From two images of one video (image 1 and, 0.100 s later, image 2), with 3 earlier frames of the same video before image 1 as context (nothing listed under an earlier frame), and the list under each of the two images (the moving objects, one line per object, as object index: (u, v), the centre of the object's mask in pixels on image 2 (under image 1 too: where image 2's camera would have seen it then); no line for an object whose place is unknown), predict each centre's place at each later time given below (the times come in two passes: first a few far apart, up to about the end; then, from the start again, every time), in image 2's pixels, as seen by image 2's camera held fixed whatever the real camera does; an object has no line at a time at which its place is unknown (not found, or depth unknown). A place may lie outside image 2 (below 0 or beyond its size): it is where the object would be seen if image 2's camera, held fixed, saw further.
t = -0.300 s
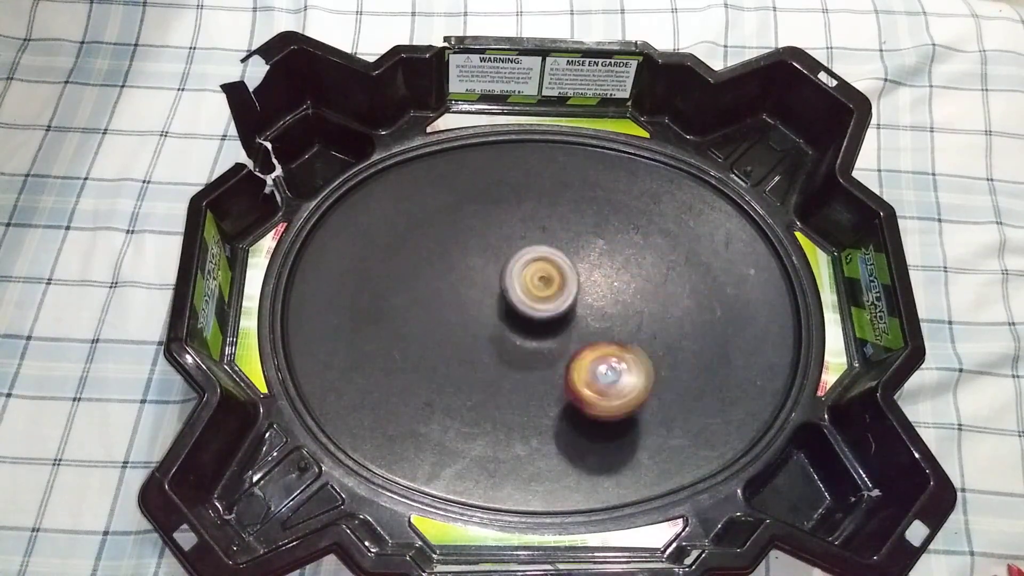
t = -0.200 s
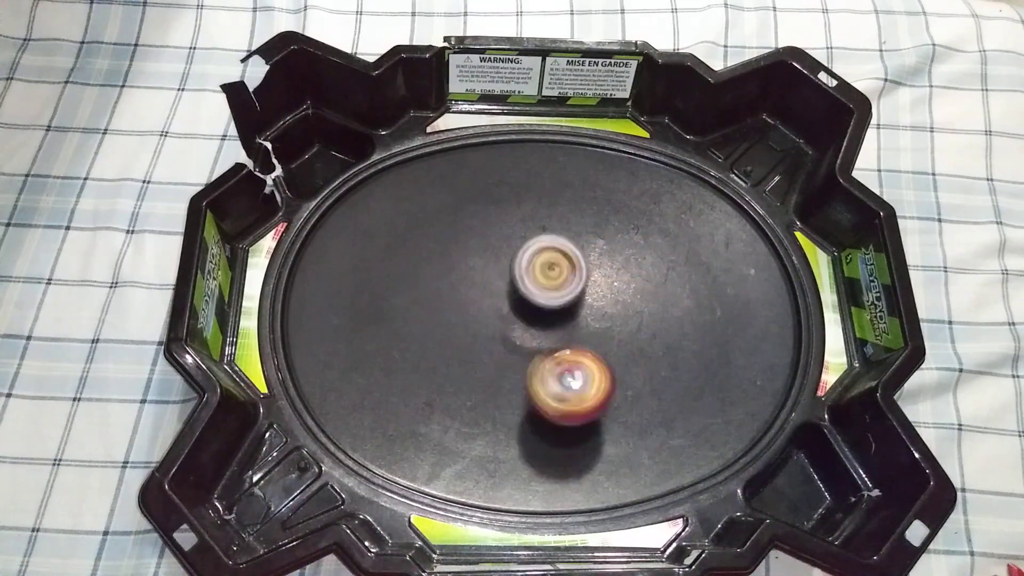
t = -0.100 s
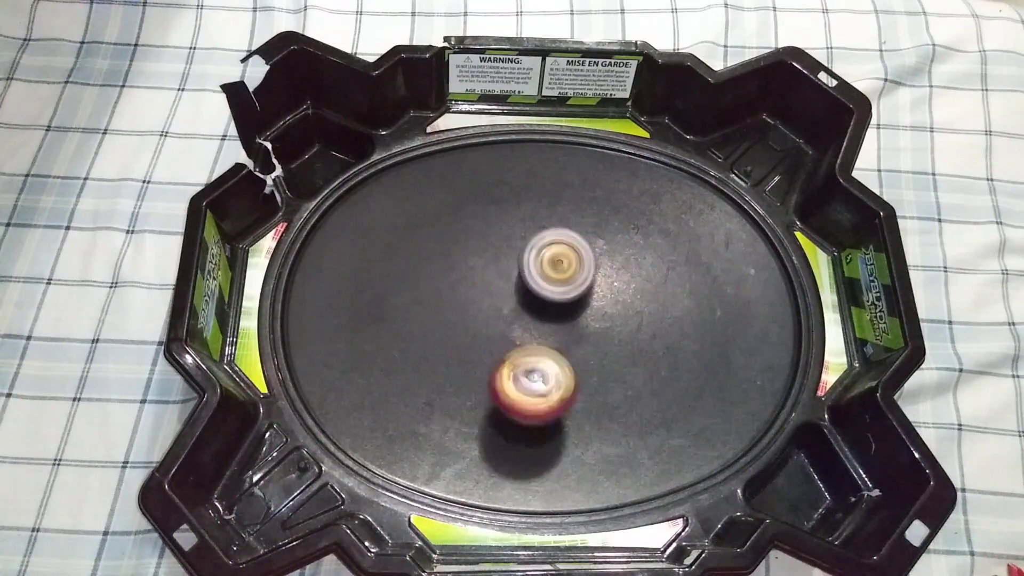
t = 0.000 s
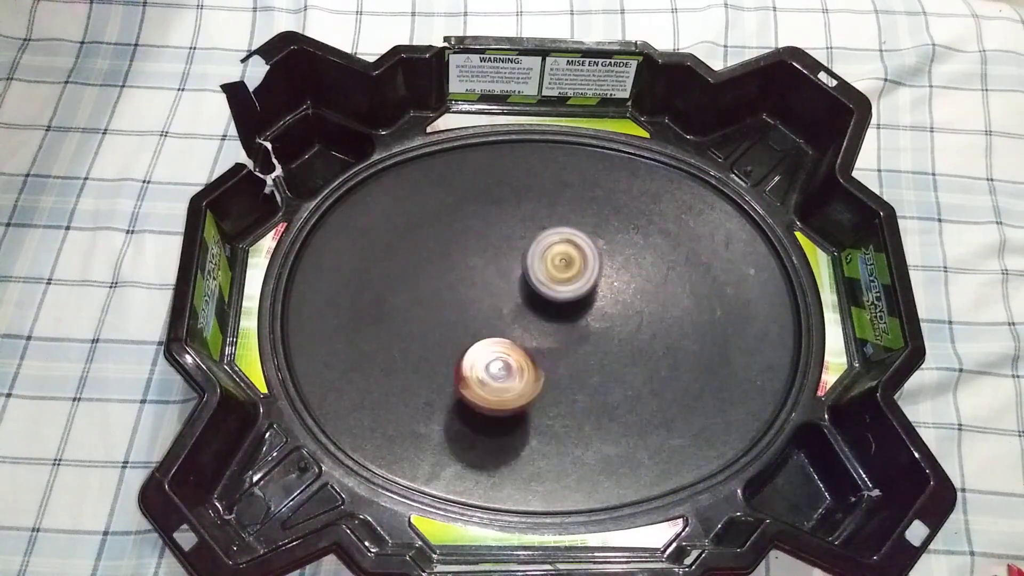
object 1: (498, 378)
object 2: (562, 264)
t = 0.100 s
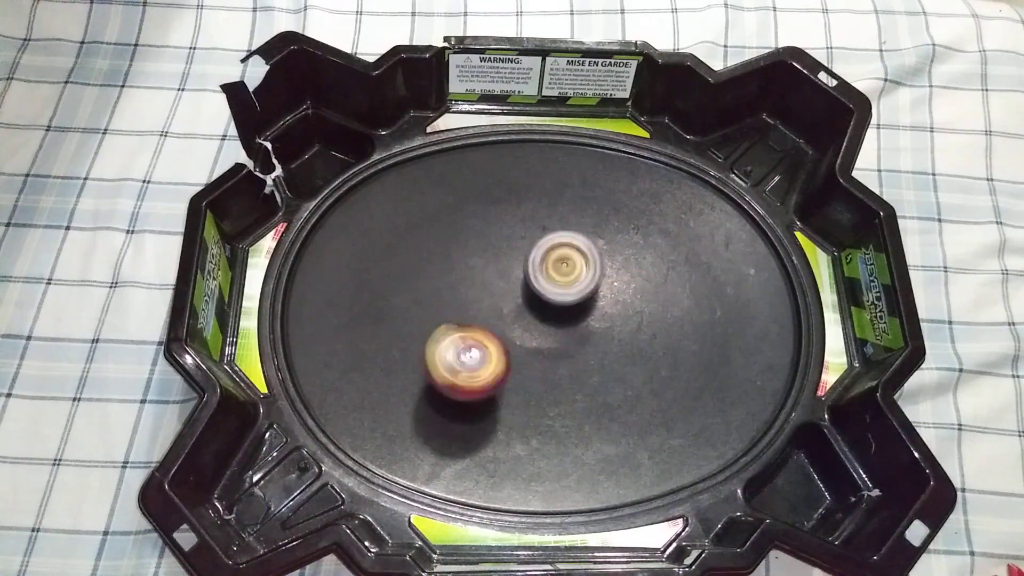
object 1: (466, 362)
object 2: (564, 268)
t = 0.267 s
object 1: (428, 330)
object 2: (568, 288)
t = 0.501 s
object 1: (402, 281)
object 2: (573, 335)
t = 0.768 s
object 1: (441, 277)
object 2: (566, 373)
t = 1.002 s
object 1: (522, 295)
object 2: (553, 381)
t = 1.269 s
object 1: (606, 310)
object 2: (516, 364)
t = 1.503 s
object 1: (652, 334)
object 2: (485, 332)
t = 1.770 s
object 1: (624, 343)
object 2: (470, 291)
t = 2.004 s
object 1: (546, 346)
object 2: (473, 269)
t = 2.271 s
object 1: (471, 351)
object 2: (496, 268)
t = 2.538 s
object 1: (426, 346)
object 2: (536, 299)
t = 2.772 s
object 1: (449, 330)
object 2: (565, 342)
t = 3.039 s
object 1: (510, 299)
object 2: (578, 384)
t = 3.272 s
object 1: (561, 283)
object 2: (573, 395)
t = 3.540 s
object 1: (599, 297)
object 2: (545, 366)
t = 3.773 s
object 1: (621, 314)
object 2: (508, 321)
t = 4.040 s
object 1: (593, 330)
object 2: (493, 275)
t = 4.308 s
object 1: (529, 347)
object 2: (505, 256)
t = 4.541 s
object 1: (477, 339)
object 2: (525, 273)
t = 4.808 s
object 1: (446, 317)
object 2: (546, 321)
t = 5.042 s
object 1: (466, 307)
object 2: (545, 366)
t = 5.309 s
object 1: (523, 302)
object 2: (528, 391)
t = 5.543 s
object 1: (570, 313)
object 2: (508, 376)
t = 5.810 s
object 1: (607, 328)
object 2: (497, 336)
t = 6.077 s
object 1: (586, 325)
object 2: (507, 294)
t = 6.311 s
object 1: (564, 345)
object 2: (526, 272)
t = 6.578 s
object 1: (526, 359)
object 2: (556, 281)
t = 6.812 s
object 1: (499, 355)
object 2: (577, 306)
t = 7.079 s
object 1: (494, 318)
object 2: (583, 350)
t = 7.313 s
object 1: (513, 305)
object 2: (564, 378)
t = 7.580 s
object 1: (538, 300)
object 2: (521, 386)
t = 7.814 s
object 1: (556, 306)
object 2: (490, 347)
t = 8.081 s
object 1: (561, 328)
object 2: (488, 292)
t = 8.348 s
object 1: (553, 332)
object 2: (519, 262)
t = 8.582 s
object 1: (534, 365)
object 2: (551, 256)
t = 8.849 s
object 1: (518, 351)
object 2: (577, 298)
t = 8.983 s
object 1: (512, 348)
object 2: (579, 315)
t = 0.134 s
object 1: (457, 358)
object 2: (565, 271)
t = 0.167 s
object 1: (450, 351)
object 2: (566, 274)
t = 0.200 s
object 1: (442, 344)
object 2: (567, 278)
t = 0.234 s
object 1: (434, 337)
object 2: (568, 282)
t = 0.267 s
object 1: (428, 330)
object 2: (568, 288)
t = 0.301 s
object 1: (423, 323)
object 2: (569, 294)
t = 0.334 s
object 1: (418, 315)
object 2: (569, 299)
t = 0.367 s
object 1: (413, 307)
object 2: (571, 307)
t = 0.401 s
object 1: (409, 301)
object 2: (571, 315)
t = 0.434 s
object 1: (406, 295)
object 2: (572, 322)
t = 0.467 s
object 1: (405, 288)
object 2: (573, 329)
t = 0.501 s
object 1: (402, 281)
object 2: (573, 335)
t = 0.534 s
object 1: (402, 278)
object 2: (573, 340)
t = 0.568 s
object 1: (402, 275)
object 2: (572, 345)
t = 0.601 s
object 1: (405, 272)
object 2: (572, 350)
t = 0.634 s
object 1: (408, 271)
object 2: (571, 356)
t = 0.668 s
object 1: (414, 273)
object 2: (570, 361)
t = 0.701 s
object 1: (420, 275)
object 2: (569, 366)
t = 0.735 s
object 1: (432, 275)
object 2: (568, 370)
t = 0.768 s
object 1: (441, 277)
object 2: (566, 373)
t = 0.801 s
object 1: (453, 280)
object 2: (565, 376)
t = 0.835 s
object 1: (464, 283)
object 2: (563, 378)
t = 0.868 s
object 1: (476, 284)
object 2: (561, 380)
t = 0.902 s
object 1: (487, 286)
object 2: (558, 381)
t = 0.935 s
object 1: (499, 290)
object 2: (556, 381)
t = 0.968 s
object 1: (510, 292)
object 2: (555, 381)
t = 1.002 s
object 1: (522, 295)
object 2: (553, 381)
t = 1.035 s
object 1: (531, 297)
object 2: (550, 380)
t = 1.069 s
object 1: (542, 299)
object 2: (546, 379)
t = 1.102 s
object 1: (554, 299)
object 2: (542, 378)
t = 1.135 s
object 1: (565, 301)
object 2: (537, 376)
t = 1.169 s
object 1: (576, 303)
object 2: (532, 374)
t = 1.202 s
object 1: (588, 305)
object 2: (527, 372)
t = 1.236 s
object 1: (598, 307)
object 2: (522, 368)
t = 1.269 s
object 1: (606, 310)
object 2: (516, 364)
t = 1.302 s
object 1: (615, 313)
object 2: (511, 361)
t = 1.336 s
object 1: (622, 315)
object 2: (506, 357)
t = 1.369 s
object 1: (629, 319)
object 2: (501, 353)
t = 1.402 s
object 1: (636, 323)
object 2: (497, 348)
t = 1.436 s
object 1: (642, 327)
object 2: (493, 343)
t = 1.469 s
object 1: (649, 330)
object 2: (489, 337)
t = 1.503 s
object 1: (652, 334)
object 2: (485, 332)
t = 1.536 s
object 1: (653, 336)
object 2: (483, 326)
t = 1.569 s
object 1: (655, 339)
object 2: (480, 322)
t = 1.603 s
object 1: (655, 341)
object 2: (478, 316)
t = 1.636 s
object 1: (653, 341)
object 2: (476, 311)
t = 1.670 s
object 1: (650, 342)
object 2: (474, 305)
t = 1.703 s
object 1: (643, 342)
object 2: (472, 300)
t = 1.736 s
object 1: (633, 343)
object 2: (470, 296)
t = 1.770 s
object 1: (624, 343)
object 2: (470, 291)
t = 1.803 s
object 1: (612, 344)
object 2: (470, 286)
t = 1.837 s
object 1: (601, 345)
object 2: (469, 282)
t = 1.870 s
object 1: (591, 346)
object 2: (469, 278)
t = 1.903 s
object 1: (579, 347)
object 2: (469, 275)
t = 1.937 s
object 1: (567, 348)
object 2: (471, 272)
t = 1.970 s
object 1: (557, 347)
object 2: (472, 270)
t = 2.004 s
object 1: (546, 346)
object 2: (473, 269)
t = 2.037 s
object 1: (535, 346)
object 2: (474, 269)
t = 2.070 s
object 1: (526, 345)
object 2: (475, 269)
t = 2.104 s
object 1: (514, 342)
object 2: (478, 269)
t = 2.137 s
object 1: (505, 344)
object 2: (480, 267)
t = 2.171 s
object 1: (497, 347)
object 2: (483, 263)
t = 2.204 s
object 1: (487, 349)
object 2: (487, 264)
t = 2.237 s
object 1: (479, 351)
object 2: (491, 266)
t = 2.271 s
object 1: (471, 351)
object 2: (496, 268)
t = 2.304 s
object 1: (462, 351)
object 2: (501, 270)
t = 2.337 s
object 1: (455, 352)
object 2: (505, 273)
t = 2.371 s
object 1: (449, 351)
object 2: (510, 277)
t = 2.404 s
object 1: (441, 350)
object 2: (515, 281)
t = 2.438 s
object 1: (435, 350)
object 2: (520, 285)
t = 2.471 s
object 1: (431, 348)
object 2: (525, 289)
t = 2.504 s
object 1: (428, 347)
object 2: (530, 294)
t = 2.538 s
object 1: (426, 346)
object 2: (536, 299)
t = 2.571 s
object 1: (425, 344)
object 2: (542, 304)
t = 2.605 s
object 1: (425, 344)
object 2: (547, 309)
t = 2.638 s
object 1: (428, 343)
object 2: (551, 315)
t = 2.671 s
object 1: (431, 340)
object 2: (555, 322)
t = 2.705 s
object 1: (436, 338)
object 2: (559, 330)
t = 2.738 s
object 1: (444, 332)
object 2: (562, 336)
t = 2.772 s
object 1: (449, 330)
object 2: (565, 342)
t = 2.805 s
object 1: (456, 327)
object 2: (567, 349)
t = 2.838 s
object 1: (463, 321)
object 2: (571, 356)
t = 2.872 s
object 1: (472, 317)
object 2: (573, 361)
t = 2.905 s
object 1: (480, 313)
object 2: (575, 366)
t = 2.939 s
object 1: (487, 309)
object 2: (576, 371)
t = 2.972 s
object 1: (494, 306)
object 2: (577, 376)
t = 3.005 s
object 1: (502, 301)
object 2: (578, 380)
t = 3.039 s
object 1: (510, 299)
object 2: (578, 384)
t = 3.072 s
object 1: (516, 296)
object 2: (578, 388)
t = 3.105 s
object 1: (523, 292)
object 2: (577, 391)
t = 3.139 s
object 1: (531, 290)
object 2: (577, 394)
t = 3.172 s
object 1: (539, 287)
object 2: (576, 395)
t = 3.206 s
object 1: (547, 286)
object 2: (575, 395)
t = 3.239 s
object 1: (554, 285)
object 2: (573, 395)
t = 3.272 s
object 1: (561, 283)
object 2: (573, 395)
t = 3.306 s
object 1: (568, 284)
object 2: (571, 393)
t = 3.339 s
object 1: (574, 284)
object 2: (567, 391)
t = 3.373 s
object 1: (579, 285)
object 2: (563, 388)
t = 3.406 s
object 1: (584, 287)
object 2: (560, 385)
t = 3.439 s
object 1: (588, 288)
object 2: (557, 380)
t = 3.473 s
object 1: (592, 291)
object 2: (553, 376)
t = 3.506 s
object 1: (596, 294)
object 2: (549, 371)
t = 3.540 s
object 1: (599, 297)
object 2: (545, 366)
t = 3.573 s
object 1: (599, 302)
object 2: (541, 360)
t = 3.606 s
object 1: (602, 306)
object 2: (537, 354)
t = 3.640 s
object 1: (606, 310)
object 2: (530, 348)
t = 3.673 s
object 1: (612, 311)
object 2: (521, 342)
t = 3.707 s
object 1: (616, 312)
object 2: (516, 335)
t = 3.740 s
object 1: (621, 313)
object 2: (511, 328)
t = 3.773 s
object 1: (621, 314)
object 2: (508, 321)
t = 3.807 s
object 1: (621, 315)
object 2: (505, 313)
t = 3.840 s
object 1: (621, 317)
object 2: (501, 307)
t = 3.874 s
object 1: (618, 318)
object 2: (499, 301)
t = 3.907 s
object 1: (615, 320)
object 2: (496, 295)
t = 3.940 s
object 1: (610, 322)
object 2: (494, 289)
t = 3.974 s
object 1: (606, 325)
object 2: (493, 284)
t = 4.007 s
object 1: (598, 328)
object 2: (493, 280)
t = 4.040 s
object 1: (593, 330)
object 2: (493, 275)
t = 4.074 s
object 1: (585, 333)
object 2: (493, 271)
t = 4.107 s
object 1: (578, 336)
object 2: (494, 268)
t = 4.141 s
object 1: (569, 339)
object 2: (495, 265)
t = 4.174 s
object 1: (562, 341)
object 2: (496, 261)
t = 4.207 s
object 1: (553, 342)
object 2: (498, 259)
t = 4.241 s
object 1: (546, 344)
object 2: (500, 257)
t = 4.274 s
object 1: (537, 346)
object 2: (502, 256)
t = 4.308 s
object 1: (529, 347)
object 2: (505, 256)
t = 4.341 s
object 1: (521, 347)
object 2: (507, 257)
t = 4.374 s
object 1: (512, 347)
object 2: (510, 258)
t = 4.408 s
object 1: (505, 346)
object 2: (513, 259)
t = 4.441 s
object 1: (497, 345)
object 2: (516, 262)
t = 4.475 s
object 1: (490, 343)
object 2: (520, 266)
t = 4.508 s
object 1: (483, 341)
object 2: (523, 269)
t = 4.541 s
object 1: (477, 339)
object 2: (525, 273)
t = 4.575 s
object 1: (471, 335)
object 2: (529, 279)
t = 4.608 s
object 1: (466, 333)
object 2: (531, 283)
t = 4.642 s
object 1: (461, 329)
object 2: (533, 289)
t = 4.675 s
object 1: (456, 327)
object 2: (536, 294)
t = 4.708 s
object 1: (452, 323)
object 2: (540, 300)
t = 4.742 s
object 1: (448, 321)
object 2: (543, 306)
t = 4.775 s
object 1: (448, 318)
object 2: (544, 313)
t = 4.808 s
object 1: (446, 317)
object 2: (546, 321)
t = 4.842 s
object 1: (447, 316)
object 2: (546, 327)
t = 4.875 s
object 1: (447, 313)
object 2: (546, 335)
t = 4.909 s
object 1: (450, 312)
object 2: (545, 342)
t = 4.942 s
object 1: (452, 309)
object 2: (547, 348)
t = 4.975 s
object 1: (456, 309)
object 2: (546, 355)
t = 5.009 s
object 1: (461, 307)
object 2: (544, 361)
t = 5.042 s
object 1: (466, 307)
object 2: (545, 366)
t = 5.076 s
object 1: (473, 305)
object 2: (543, 371)
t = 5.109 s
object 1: (481, 306)
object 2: (541, 376)
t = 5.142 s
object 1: (487, 304)
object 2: (540, 380)
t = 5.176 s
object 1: (495, 304)
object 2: (539, 383)
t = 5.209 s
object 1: (502, 303)
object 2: (536, 386)
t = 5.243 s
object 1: (510, 304)
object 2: (533, 389)
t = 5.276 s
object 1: (516, 302)
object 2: (531, 390)
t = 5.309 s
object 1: (523, 302)
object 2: (528, 391)
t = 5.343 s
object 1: (530, 301)
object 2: (525, 391)
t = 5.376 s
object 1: (536, 303)
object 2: (523, 390)
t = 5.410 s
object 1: (543, 303)
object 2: (520, 388)
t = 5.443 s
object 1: (550, 305)
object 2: (516, 386)
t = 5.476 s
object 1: (557, 307)
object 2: (514, 384)
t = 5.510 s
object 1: (564, 310)
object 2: (510, 380)
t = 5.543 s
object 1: (570, 313)
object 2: (508, 376)
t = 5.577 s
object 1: (577, 317)
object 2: (505, 373)
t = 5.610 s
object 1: (583, 320)
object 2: (503, 368)
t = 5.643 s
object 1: (588, 322)
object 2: (501, 363)
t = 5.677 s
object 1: (593, 324)
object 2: (499, 358)
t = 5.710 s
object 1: (598, 325)
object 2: (499, 353)
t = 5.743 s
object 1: (603, 326)
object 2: (497, 347)
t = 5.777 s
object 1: (605, 327)
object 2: (497, 342)
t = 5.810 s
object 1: (607, 328)
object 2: (497, 336)
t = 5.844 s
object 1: (608, 328)
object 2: (497, 330)
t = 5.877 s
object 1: (608, 328)
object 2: (498, 324)
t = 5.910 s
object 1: (606, 328)
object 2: (500, 318)
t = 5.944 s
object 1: (605, 326)
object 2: (501, 312)
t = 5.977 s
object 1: (601, 326)
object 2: (502, 307)
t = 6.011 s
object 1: (598, 325)
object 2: (505, 303)
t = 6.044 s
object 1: (591, 325)
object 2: (506, 298)
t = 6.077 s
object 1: (586, 325)
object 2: (507, 294)
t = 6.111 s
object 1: (581, 326)
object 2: (508, 289)
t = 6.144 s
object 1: (580, 329)
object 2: (510, 283)
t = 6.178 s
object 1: (577, 333)
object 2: (512, 281)
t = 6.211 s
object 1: (574, 337)
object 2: (517, 279)
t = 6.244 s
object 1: (572, 339)
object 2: (519, 275)
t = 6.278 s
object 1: (568, 341)
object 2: (522, 274)
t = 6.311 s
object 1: (564, 345)
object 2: (526, 272)
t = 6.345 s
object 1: (559, 348)
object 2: (529, 272)
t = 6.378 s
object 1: (555, 350)
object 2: (533, 272)
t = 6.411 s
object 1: (551, 352)
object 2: (537, 272)
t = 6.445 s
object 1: (547, 354)
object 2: (540, 274)
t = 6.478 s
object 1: (542, 354)
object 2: (544, 276)
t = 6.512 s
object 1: (540, 355)
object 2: (547, 279)
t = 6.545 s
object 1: (534, 354)
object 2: (550, 281)
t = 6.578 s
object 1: (526, 359)
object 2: (556, 281)
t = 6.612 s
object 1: (518, 362)
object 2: (563, 281)
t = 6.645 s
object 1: (512, 363)
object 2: (566, 285)
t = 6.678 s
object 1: (510, 363)
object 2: (569, 289)
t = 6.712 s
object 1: (506, 362)
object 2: (572, 292)
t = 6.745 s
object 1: (503, 360)
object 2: (573, 297)
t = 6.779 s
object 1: (501, 358)
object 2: (576, 302)
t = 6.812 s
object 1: (499, 355)
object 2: (577, 306)
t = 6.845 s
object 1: (498, 352)
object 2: (577, 313)
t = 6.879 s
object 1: (497, 347)
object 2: (578, 318)
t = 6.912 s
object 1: (498, 342)
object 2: (578, 324)
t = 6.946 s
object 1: (495, 337)
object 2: (581, 329)
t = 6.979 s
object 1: (492, 330)
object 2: (586, 335)
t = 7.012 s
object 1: (492, 325)
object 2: (585, 341)
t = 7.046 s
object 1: (492, 322)
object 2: (584, 346)
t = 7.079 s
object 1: (494, 318)
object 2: (583, 350)
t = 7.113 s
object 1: (499, 317)
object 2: (580, 354)
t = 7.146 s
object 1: (501, 316)
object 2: (578, 357)
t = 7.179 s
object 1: (503, 315)
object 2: (574, 361)
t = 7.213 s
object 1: (504, 311)
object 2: (574, 369)
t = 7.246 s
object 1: (506, 307)
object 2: (572, 374)
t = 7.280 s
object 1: (510, 306)
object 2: (569, 377)
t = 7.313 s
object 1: (513, 305)
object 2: (564, 378)
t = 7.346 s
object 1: (516, 306)
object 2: (559, 379)
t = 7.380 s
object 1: (520, 307)
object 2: (555, 380)
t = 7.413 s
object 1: (524, 305)
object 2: (549, 386)
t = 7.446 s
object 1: (528, 303)
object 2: (544, 392)
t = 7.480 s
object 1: (532, 302)
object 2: (536, 393)
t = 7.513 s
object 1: (533, 300)
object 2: (532, 391)
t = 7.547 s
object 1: (534, 300)
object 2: (527, 389)
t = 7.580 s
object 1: (538, 300)
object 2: (521, 386)
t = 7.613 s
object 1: (542, 299)
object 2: (516, 382)
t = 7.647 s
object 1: (546, 302)
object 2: (511, 377)
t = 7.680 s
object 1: (547, 304)
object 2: (508, 372)
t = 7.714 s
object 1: (547, 302)
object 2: (501, 366)
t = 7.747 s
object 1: (552, 302)
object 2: (496, 361)
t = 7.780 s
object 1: (556, 304)
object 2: (493, 355)
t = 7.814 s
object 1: (556, 306)
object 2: (490, 347)
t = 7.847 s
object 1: (559, 308)
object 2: (487, 341)
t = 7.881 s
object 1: (562, 309)
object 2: (483, 335)
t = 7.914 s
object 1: (568, 313)
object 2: (480, 325)
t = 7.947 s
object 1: (571, 317)
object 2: (482, 318)
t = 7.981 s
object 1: (571, 322)
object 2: (482, 310)
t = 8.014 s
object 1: (570, 324)
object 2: (483, 304)
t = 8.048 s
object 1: (566, 327)
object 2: (485, 297)
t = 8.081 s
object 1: (561, 328)
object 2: (488, 292)
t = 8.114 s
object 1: (560, 325)
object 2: (491, 286)
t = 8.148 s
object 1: (558, 326)
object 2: (494, 280)
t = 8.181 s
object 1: (558, 330)
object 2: (496, 272)
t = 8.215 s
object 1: (555, 332)
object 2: (501, 269)
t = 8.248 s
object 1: (554, 333)
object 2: (504, 266)
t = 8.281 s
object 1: (554, 333)
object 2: (509, 263)
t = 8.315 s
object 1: (552, 332)
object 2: (513, 262)
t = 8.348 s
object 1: (553, 332)
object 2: (519, 262)
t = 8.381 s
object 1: (552, 336)
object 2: (522, 258)
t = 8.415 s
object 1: (551, 347)
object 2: (528, 248)
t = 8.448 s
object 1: (551, 354)
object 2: (532, 245)
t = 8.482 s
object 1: (550, 361)
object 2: (537, 244)
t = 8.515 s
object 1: (544, 365)
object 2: (542, 247)
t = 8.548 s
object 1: (538, 367)
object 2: (546, 251)
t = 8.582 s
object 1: (534, 365)
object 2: (551, 256)
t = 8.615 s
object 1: (530, 362)
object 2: (552, 262)
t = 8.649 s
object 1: (527, 358)
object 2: (557, 268)
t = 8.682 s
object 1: (526, 353)
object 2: (558, 277)
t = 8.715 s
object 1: (525, 350)
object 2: (560, 282)
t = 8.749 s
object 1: (523, 348)
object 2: (564, 287)
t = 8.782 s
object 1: (522, 348)
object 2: (568, 290)
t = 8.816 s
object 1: (521, 349)
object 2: (574, 295)
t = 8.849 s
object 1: (518, 351)
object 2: (577, 298)
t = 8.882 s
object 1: (518, 351)
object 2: (581, 302)
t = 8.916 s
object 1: (518, 351)
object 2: (581, 309)
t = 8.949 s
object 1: (517, 350)
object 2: (578, 311)
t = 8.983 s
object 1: (512, 348)
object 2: (579, 315)
